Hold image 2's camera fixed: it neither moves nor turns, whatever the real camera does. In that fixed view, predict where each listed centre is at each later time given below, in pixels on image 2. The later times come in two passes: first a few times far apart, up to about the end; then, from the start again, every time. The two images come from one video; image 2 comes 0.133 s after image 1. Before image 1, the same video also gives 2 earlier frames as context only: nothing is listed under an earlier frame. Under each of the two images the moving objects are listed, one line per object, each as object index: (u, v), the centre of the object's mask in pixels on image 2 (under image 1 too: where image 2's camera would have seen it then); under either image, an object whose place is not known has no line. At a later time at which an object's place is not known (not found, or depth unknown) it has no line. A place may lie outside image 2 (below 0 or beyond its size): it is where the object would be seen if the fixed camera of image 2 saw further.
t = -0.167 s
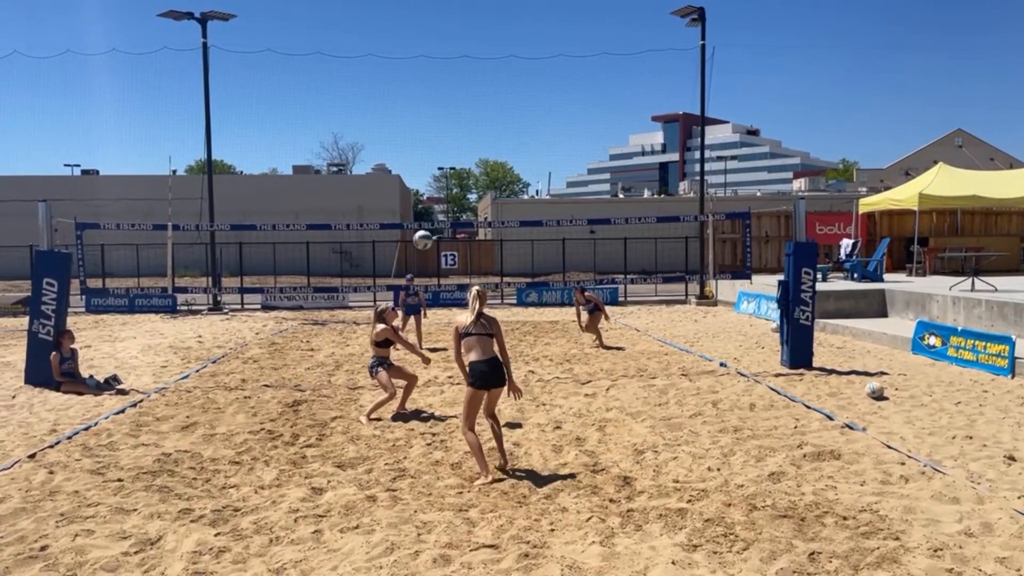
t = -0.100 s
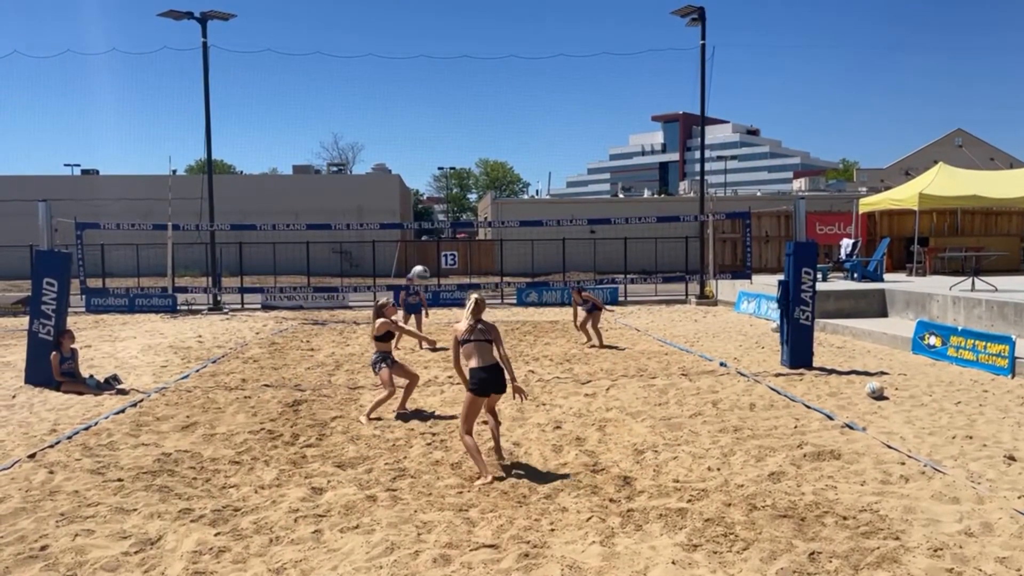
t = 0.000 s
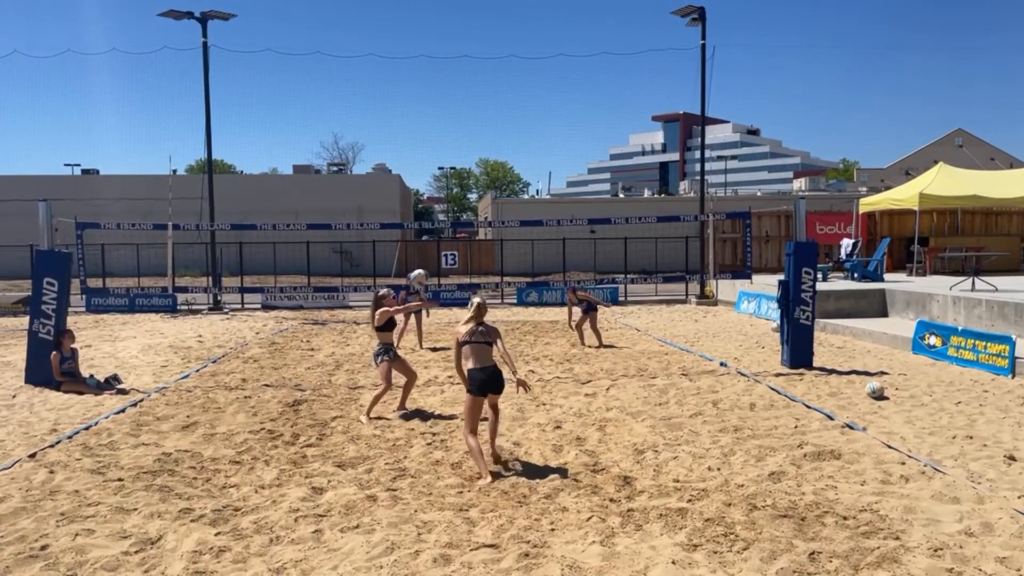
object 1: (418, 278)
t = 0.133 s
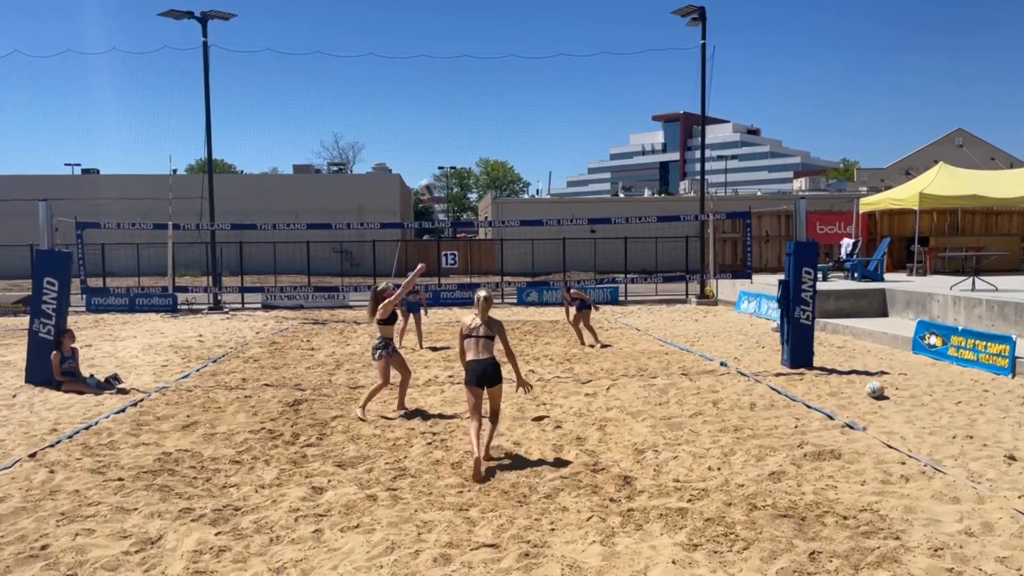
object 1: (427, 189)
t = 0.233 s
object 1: (432, 133)
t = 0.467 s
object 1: (442, 43)
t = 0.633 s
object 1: (448, 10)
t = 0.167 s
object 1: (428, 169)
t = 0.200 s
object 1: (430, 150)
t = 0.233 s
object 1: (432, 133)
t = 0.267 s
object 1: (433, 117)
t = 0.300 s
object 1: (435, 102)
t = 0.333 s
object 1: (437, 88)
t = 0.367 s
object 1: (438, 75)
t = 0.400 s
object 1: (440, 63)
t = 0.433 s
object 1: (441, 53)
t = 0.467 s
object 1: (442, 43)
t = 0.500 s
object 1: (443, 34)
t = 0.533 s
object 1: (445, 27)
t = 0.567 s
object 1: (446, 20)
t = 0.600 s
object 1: (447, 14)
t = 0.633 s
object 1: (448, 10)
